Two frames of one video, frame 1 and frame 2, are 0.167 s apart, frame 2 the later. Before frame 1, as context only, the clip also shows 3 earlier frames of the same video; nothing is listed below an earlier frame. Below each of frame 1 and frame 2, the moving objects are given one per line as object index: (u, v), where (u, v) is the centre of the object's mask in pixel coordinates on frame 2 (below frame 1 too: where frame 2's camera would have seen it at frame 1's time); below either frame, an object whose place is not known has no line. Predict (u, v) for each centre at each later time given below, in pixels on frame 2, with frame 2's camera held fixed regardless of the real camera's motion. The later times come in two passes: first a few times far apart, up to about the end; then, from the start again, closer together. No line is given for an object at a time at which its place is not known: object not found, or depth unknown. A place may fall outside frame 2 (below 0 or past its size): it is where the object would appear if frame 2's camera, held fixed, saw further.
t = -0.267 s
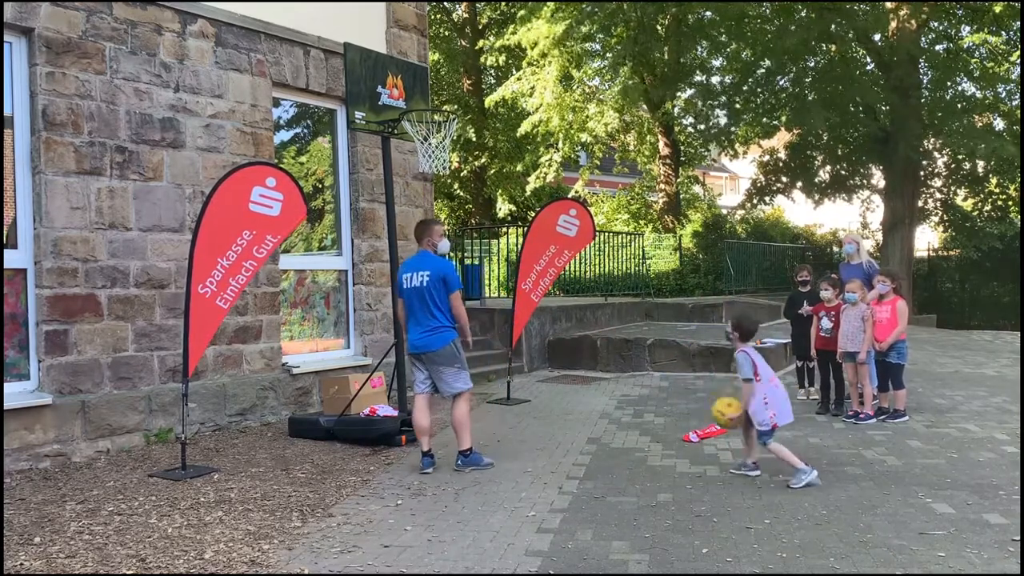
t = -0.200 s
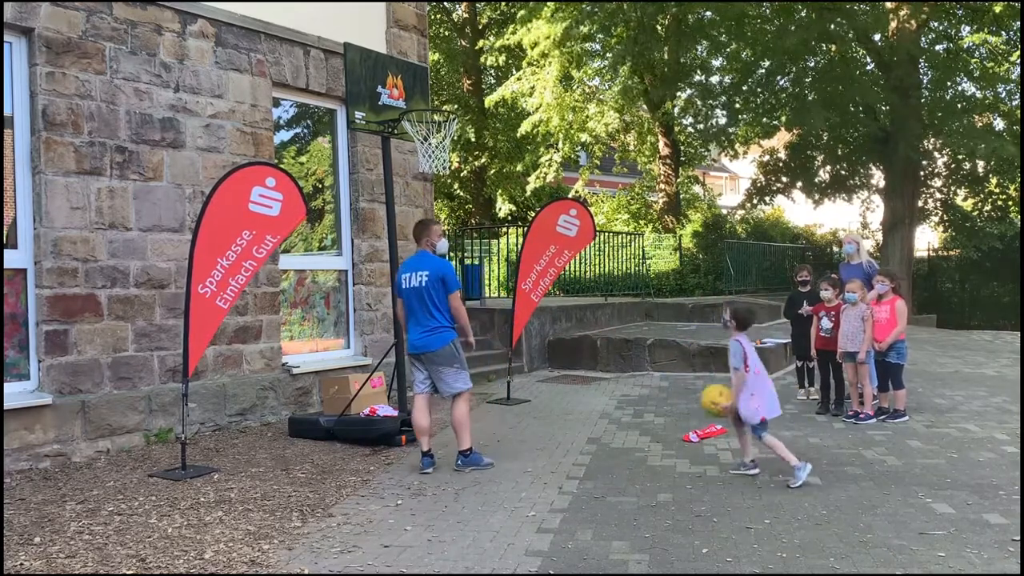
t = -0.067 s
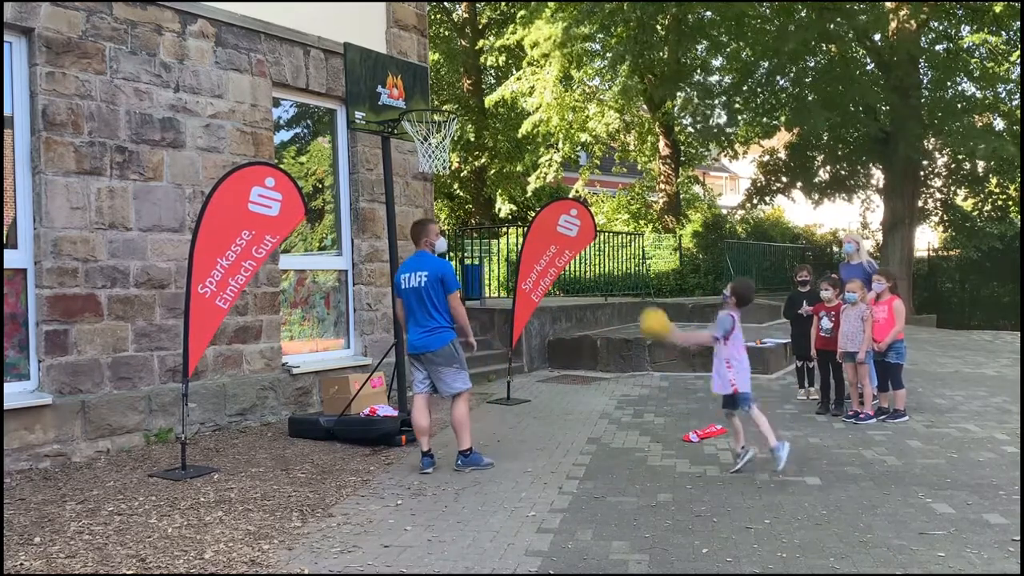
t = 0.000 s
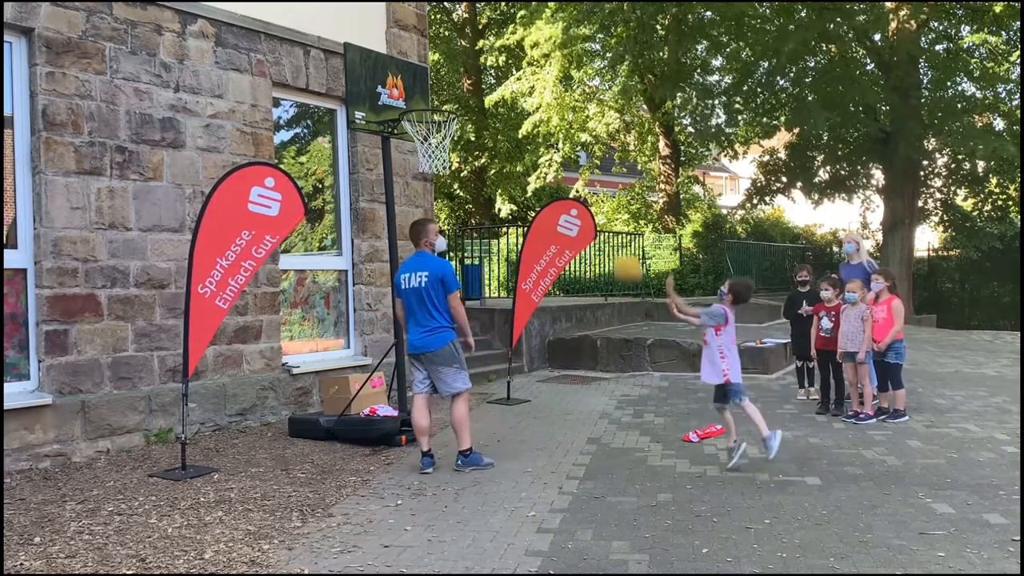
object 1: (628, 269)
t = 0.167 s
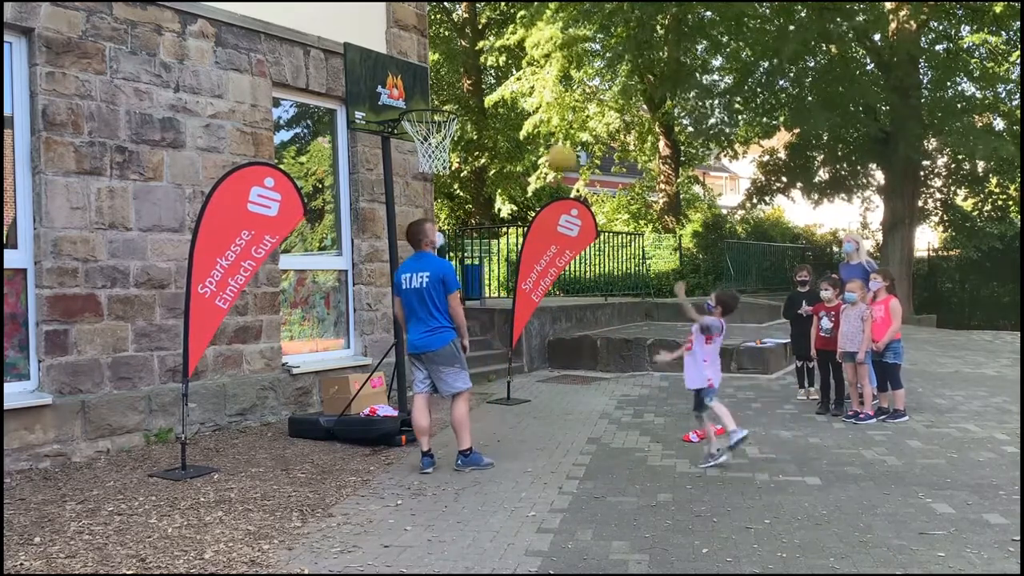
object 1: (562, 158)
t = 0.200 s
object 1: (549, 141)
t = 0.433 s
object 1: (472, 74)
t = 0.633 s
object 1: (417, 75)
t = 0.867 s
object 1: (360, 139)
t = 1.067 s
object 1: (319, 241)
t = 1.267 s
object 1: (282, 381)
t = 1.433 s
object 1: (253, 367)
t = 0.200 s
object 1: (549, 141)
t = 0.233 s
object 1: (537, 128)
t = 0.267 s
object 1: (525, 114)
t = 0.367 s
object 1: (493, 84)
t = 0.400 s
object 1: (483, 78)
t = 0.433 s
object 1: (472, 74)
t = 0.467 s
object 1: (464, 70)
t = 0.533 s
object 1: (445, 67)
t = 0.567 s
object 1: (435, 69)
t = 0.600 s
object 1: (426, 71)
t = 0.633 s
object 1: (417, 75)
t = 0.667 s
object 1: (408, 80)
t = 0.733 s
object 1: (390, 95)
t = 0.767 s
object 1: (382, 104)
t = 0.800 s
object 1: (375, 115)
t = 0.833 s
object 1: (367, 126)
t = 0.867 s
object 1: (360, 139)
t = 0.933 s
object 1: (345, 168)
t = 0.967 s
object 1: (339, 186)
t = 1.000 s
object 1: (332, 204)
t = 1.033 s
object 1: (325, 222)
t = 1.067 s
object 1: (319, 241)
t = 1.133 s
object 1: (307, 284)
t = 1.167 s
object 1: (300, 307)
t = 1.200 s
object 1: (294, 331)
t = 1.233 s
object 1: (287, 359)
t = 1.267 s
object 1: (282, 381)
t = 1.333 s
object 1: (269, 430)
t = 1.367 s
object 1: (265, 407)
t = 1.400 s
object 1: (259, 387)
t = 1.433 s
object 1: (253, 367)
